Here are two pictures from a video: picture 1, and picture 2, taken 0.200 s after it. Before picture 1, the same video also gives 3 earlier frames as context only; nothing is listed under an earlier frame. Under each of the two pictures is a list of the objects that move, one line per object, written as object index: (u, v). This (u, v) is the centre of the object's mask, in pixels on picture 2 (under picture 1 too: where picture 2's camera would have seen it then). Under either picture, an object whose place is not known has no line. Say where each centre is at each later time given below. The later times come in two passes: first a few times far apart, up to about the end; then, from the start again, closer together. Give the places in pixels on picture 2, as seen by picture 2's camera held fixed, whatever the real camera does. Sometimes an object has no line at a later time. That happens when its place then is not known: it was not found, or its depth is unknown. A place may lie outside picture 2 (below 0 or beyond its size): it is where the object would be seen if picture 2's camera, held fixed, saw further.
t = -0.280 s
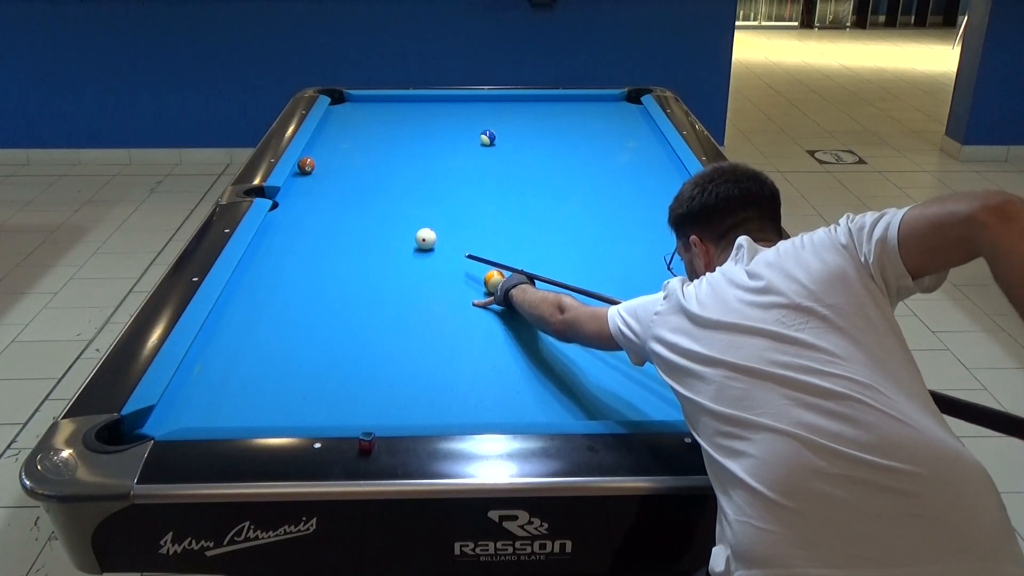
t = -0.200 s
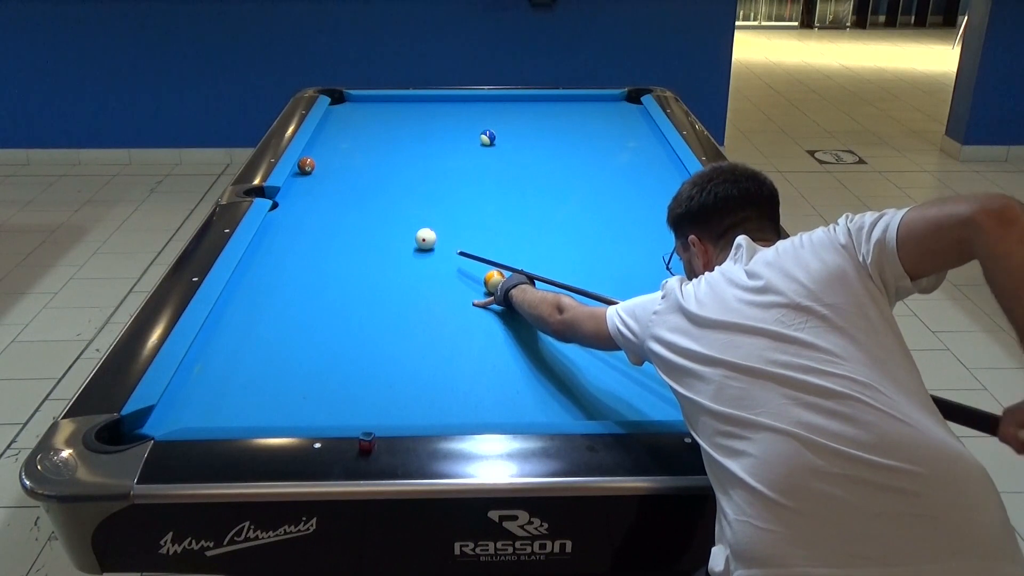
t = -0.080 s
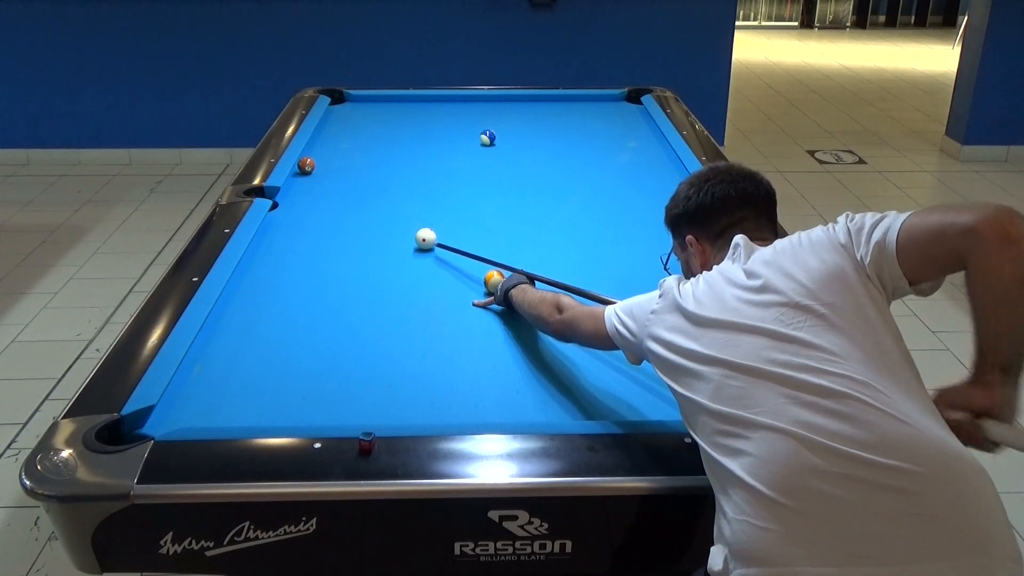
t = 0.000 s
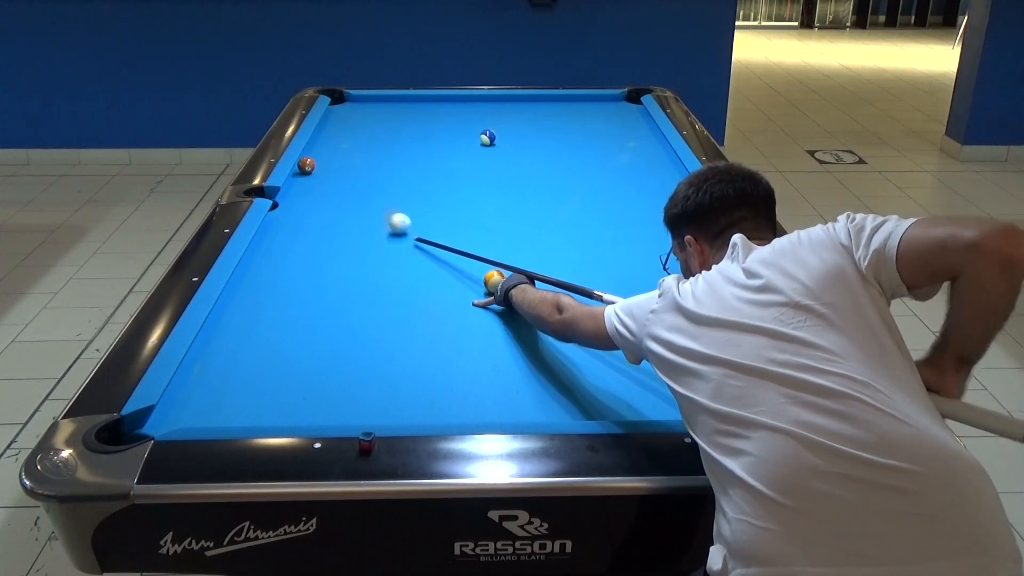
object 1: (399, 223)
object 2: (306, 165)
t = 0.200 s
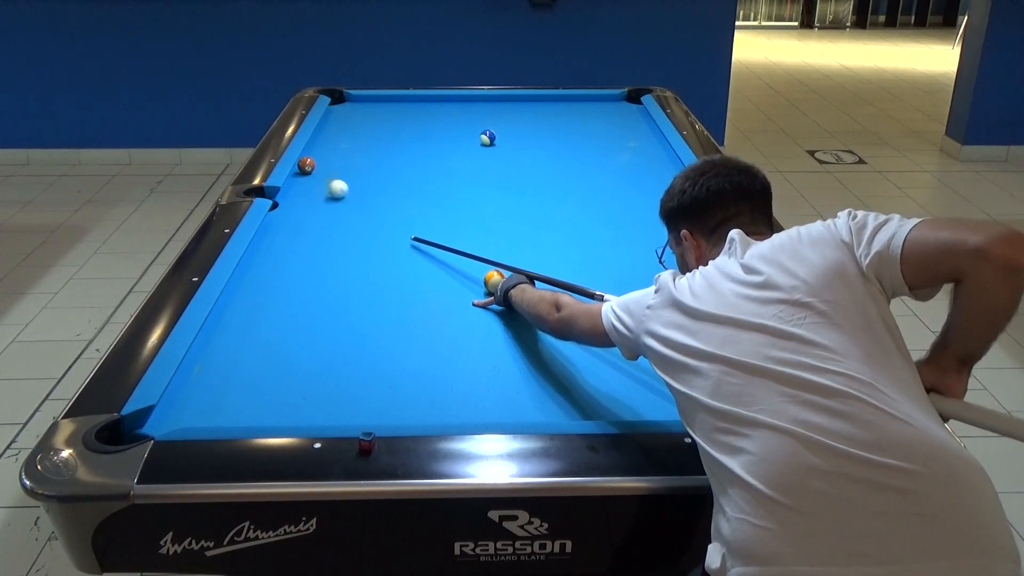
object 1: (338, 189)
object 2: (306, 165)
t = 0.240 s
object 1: (329, 184)
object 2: (306, 165)
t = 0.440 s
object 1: (308, 171)
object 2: (308, 156)
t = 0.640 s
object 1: (331, 171)
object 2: (316, 144)
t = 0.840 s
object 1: (351, 170)
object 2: (323, 134)
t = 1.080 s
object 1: (374, 169)
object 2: (331, 122)
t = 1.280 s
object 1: (392, 168)
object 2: (337, 113)
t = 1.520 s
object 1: (412, 168)
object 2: (343, 103)
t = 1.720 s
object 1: (428, 167)
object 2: (345, 98)
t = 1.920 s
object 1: (442, 167)
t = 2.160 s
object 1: (458, 166)
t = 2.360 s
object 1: (471, 165)
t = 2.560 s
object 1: (482, 165)
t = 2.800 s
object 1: (494, 165)
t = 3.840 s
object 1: (533, 162)
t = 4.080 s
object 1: (536, 164)
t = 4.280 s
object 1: (539, 164)
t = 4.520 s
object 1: (541, 164)
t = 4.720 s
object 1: (542, 164)
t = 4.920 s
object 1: (542, 164)
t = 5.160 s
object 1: (542, 164)
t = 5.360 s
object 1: (542, 164)
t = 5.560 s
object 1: (542, 164)
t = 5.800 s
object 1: (542, 164)
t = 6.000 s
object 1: (542, 164)
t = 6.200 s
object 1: (542, 164)
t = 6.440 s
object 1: (542, 164)
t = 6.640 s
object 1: (542, 164)
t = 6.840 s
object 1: (542, 164)
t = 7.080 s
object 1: (542, 164)
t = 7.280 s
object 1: (542, 164)
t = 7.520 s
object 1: (542, 164)
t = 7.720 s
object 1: (542, 164)
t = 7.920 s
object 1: (542, 164)
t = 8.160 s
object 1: (542, 164)
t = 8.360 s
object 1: (542, 164)
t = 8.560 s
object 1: (542, 164)
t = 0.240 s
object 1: (329, 184)
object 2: (306, 165)
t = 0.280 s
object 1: (320, 179)
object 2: (306, 165)
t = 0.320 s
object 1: (312, 174)
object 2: (305, 163)
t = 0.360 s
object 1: (304, 171)
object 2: (308, 161)
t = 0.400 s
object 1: (302, 171)
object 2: (308, 159)
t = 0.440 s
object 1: (308, 171)
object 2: (308, 156)
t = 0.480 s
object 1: (314, 171)
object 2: (309, 154)
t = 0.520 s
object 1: (318, 171)
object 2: (311, 151)
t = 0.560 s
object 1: (322, 171)
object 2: (312, 149)
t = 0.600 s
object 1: (327, 171)
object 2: (314, 147)
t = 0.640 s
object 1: (331, 171)
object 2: (316, 144)
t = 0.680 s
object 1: (335, 171)
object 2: (317, 142)
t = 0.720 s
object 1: (339, 170)
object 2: (319, 140)
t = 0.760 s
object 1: (343, 170)
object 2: (320, 138)
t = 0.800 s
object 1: (347, 170)
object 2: (322, 136)
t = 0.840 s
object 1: (351, 170)
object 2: (323, 134)
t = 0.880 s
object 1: (355, 170)
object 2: (324, 131)
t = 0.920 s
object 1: (359, 170)
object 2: (326, 130)
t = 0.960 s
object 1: (363, 170)
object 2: (327, 128)
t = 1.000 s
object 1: (367, 169)
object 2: (328, 126)
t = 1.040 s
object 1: (371, 169)
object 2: (330, 123)
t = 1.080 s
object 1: (374, 169)
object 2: (331, 122)
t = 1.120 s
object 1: (378, 169)
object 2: (332, 121)
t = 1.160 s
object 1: (382, 169)
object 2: (333, 118)
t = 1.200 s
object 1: (385, 169)
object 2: (334, 117)
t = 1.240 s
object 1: (389, 169)
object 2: (336, 115)
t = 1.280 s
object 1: (392, 168)
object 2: (337, 113)
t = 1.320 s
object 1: (396, 168)
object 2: (338, 111)
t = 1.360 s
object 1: (399, 168)
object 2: (339, 110)
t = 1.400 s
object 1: (402, 168)
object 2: (340, 108)
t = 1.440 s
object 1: (406, 168)
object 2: (341, 106)
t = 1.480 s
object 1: (409, 168)
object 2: (342, 105)
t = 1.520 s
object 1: (412, 168)
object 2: (343, 103)
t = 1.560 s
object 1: (415, 167)
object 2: (345, 102)
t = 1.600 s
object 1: (419, 167)
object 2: (346, 100)
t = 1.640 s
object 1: (422, 167)
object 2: (347, 99)
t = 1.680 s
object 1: (425, 167)
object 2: (347, 98)
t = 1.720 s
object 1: (428, 167)
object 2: (345, 98)
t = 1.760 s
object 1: (431, 167)
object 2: (342, 97)
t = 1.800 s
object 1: (434, 167)
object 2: (338, 98)
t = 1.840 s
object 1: (437, 167)
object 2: (335, 98)
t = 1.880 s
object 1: (439, 167)
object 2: (333, 98)
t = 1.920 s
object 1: (442, 167)
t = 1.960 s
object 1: (445, 166)
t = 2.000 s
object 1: (448, 166)
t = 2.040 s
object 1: (451, 166)
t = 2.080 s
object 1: (453, 166)
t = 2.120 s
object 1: (456, 166)
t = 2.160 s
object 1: (458, 166)
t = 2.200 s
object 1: (461, 166)
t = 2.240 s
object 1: (463, 166)
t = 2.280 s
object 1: (466, 166)
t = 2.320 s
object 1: (468, 166)
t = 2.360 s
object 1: (471, 165)
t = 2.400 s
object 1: (473, 165)
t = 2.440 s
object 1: (475, 166)
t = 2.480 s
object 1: (478, 166)
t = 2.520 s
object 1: (480, 165)
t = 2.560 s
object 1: (482, 165)
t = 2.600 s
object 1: (484, 165)
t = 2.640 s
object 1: (486, 165)
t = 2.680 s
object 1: (488, 165)
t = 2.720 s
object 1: (490, 165)
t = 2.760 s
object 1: (492, 165)
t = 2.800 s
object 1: (494, 165)
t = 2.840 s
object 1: (496, 165)
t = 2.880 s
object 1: (494, 163)
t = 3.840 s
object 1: (533, 162)
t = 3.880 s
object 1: (532, 164)
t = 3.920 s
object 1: (533, 164)
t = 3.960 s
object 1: (534, 164)
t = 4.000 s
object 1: (535, 164)
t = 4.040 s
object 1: (536, 164)
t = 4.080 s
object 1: (536, 164)
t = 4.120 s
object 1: (537, 164)
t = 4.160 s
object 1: (538, 164)
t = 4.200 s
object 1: (538, 164)
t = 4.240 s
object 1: (539, 164)
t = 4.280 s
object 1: (539, 164)
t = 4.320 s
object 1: (540, 164)
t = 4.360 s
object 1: (540, 164)
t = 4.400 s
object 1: (541, 164)
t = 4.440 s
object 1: (541, 164)
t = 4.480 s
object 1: (541, 164)
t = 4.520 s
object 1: (541, 164)
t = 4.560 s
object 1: (542, 164)
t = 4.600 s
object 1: (542, 164)
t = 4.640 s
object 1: (542, 164)
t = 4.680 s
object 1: (542, 164)
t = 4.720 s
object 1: (542, 164)
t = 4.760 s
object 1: (542, 164)
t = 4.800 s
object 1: (542, 164)
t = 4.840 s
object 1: (542, 164)
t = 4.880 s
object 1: (542, 164)
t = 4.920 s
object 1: (542, 164)
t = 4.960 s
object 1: (542, 164)
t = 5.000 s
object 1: (542, 164)
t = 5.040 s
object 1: (542, 164)
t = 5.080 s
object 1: (542, 164)
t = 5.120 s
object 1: (542, 164)
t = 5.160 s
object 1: (542, 164)
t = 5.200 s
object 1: (542, 164)
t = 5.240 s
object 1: (542, 164)
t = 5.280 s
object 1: (542, 164)
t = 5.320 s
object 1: (542, 164)
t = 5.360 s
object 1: (542, 164)
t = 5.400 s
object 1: (542, 164)
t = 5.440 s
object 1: (542, 164)
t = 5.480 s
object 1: (542, 164)
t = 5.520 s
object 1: (542, 164)
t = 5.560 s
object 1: (542, 164)
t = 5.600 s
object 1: (542, 164)
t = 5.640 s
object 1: (542, 164)
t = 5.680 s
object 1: (542, 164)
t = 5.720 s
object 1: (542, 164)
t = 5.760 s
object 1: (542, 164)
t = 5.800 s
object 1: (542, 164)
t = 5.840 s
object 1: (542, 164)
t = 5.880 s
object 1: (542, 164)
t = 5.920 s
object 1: (542, 164)
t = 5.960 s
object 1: (542, 164)
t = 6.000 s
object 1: (542, 164)
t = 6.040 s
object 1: (542, 164)
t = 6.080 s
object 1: (542, 164)
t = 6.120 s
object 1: (542, 164)
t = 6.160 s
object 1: (542, 164)
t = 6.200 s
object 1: (542, 164)
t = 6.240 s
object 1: (542, 164)
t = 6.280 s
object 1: (542, 164)
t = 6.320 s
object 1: (542, 164)
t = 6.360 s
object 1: (542, 164)
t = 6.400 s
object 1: (542, 164)
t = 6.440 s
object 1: (542, 164)
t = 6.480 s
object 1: (542, 164)
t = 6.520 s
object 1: (542, 164)
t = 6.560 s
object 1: (542, 164)
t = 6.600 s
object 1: (542, 164)
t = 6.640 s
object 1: (542, 164)
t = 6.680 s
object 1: (542, 164)
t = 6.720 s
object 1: (542, 164)
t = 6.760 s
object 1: (542, 164)
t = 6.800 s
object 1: (542, 164)
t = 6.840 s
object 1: (542, 164)
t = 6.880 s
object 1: (542, 164)
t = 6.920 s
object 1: (542, 164)
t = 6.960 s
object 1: (542, 164)
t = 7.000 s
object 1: (542, 164)
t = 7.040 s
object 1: (542, 164)
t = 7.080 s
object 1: (542, 164)
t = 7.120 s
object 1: (542, 164)
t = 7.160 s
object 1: (542, 164)
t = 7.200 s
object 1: (542, 164)
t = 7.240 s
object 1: (542, 164)
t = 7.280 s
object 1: (542, 164)
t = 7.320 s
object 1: (542, 164)
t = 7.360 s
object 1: (542, 164)
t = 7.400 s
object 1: (542, 164)
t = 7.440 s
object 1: (542, 164)
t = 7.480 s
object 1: (542, 164)
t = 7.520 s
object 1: (542, 164)
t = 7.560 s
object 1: (542, 164)
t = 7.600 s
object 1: (542, 164)
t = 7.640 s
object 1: (542, 164)
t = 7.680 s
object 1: (542, 164)
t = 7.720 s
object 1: (542, 164)
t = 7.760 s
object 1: (542, 164)
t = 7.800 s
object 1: (542, 164)
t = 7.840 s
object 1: (542, 164)
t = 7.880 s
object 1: (542, 164)
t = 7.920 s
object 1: (542, 164)
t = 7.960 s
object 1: (542, 164)
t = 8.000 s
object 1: (542, 164)
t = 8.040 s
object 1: (542, 164)
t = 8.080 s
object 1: (542, 164)
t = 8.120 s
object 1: (542, 164)
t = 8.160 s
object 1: (542, 164)
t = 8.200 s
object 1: (542, 164)
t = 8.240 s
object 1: (542, 164)
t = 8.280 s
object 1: (542, 164)
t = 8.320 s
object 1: (542, 164)
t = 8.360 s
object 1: (542, 164)
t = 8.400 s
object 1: (542, 164)
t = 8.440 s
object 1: (542, 164)
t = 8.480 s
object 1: (542, 164)
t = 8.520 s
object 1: (542, 164)
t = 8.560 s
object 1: (542, 164)
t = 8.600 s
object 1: (542, 164)
